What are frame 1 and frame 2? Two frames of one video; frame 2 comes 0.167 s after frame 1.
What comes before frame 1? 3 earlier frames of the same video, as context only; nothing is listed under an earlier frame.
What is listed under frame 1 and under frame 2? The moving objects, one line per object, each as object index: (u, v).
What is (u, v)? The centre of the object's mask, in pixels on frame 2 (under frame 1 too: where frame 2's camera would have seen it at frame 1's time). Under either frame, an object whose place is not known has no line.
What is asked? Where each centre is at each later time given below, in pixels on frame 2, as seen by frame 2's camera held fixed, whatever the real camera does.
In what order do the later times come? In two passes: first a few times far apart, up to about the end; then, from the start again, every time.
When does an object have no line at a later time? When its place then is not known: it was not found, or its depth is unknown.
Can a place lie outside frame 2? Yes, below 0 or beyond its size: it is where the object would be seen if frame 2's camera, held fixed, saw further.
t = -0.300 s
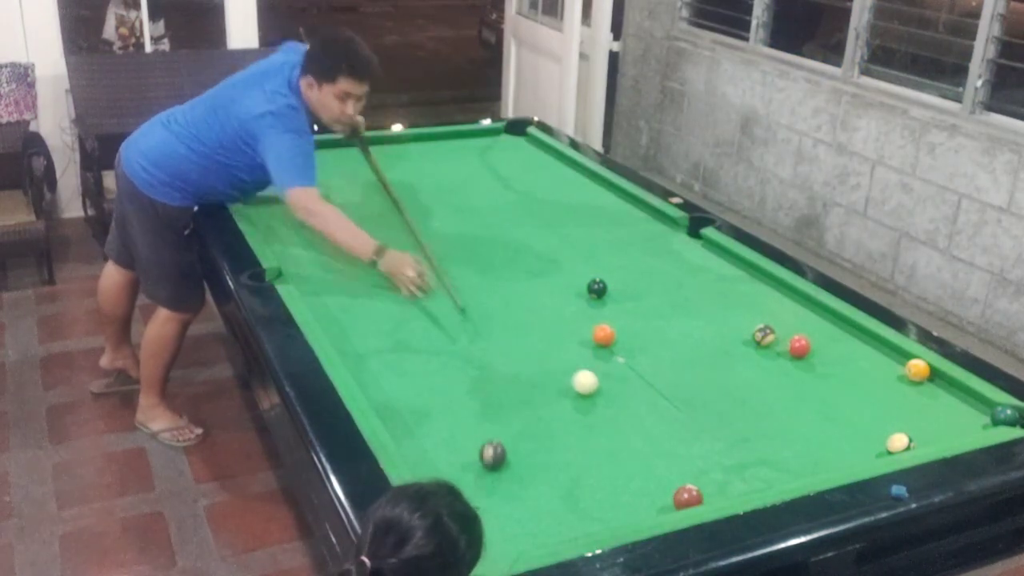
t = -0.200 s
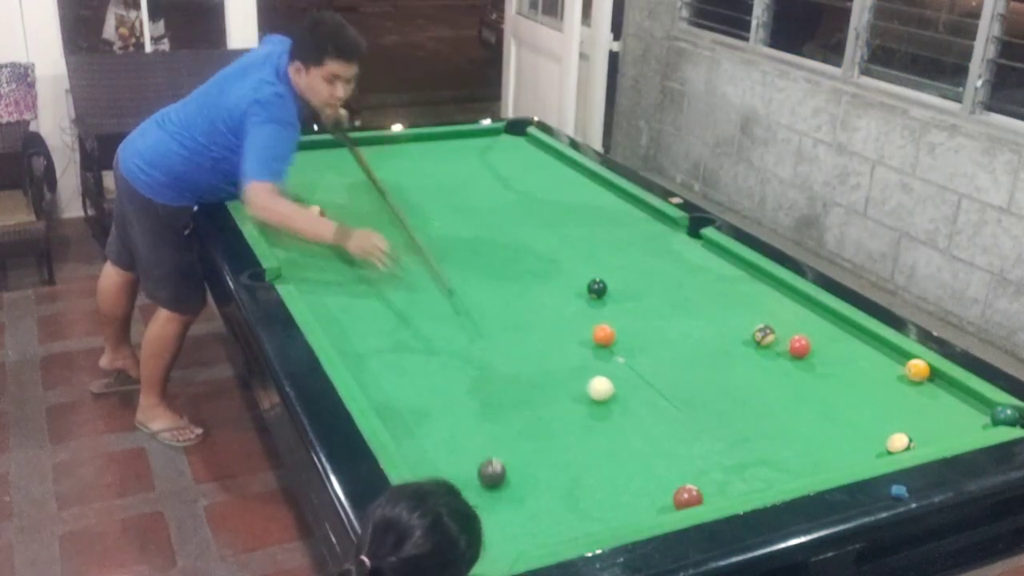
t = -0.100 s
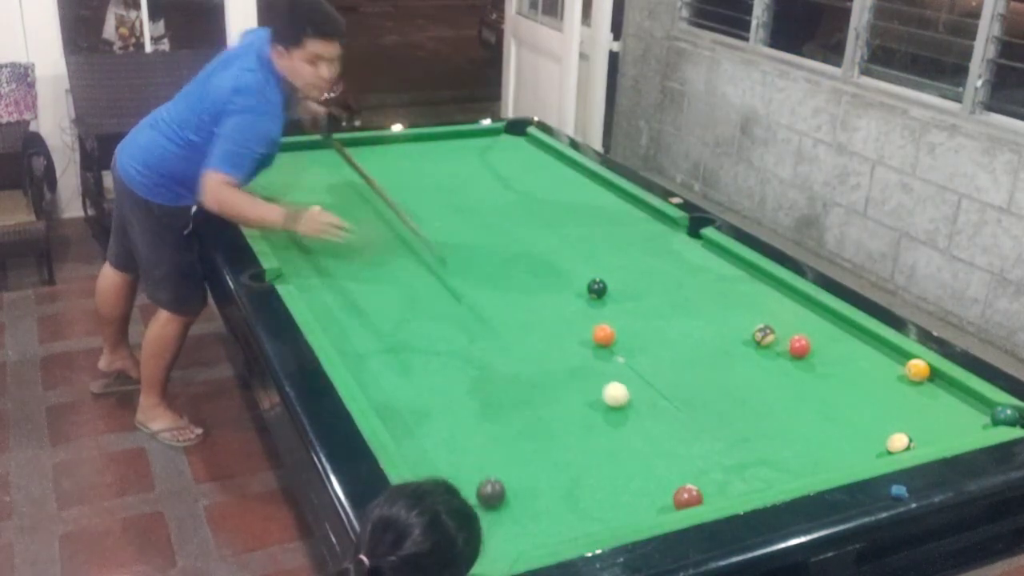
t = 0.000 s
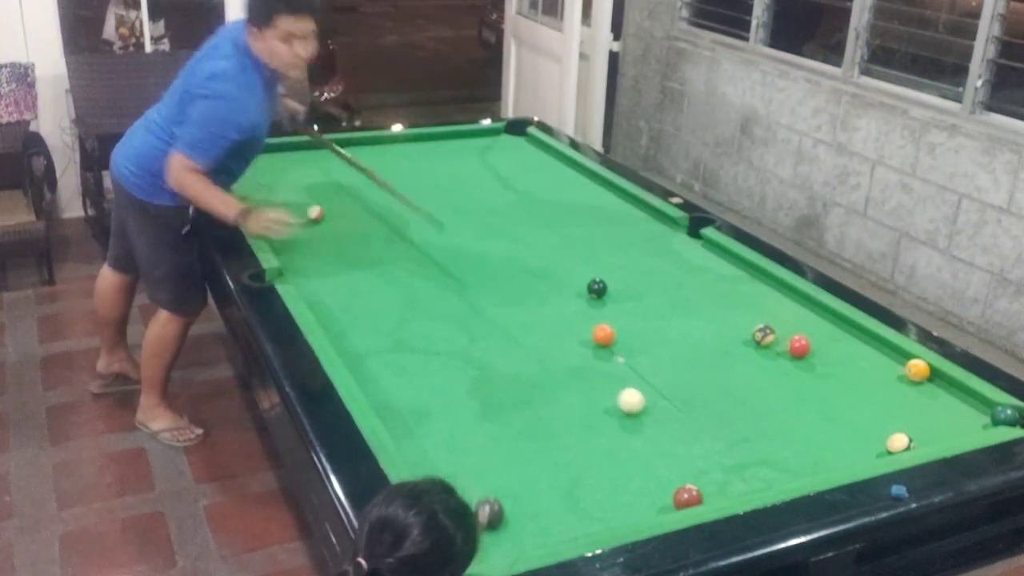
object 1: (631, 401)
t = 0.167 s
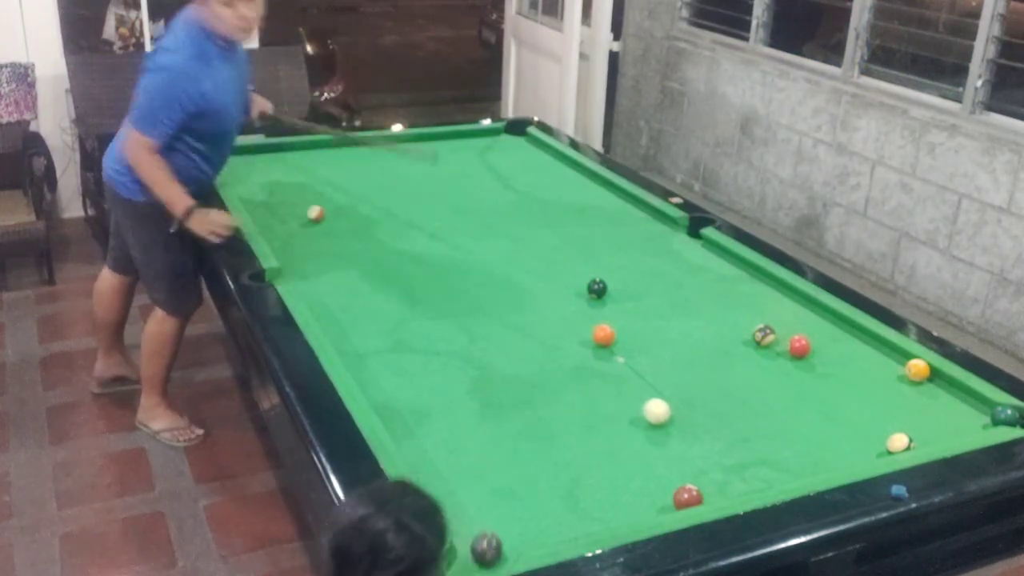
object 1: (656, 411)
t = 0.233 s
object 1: (666, 415)
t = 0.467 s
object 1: (701, 430)
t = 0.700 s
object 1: (737, 445)
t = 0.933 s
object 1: (771, 460)
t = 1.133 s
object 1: (799, 470)
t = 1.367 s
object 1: (797, 463)
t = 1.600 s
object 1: (793, 454)
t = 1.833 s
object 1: (789, 446)
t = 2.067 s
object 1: (785, 440)
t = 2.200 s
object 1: (783, 436)
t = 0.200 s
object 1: (661, 413)
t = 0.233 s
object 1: (666, 415)
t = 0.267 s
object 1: (671, 418)
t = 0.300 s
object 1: (676, 420)
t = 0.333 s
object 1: (681, 422)
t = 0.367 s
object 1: (686, 424)
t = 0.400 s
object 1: (691, 426)
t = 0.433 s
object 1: (696, 428)
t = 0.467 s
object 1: (701, 430)
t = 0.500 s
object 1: (706, 432)
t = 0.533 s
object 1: (712, 435)
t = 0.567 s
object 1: (716, 436)
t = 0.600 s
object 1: (721, 439)
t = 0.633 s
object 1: (727, 441)
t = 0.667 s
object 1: (732, 443)
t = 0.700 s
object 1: (737, 445)
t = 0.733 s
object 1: (742, 448)
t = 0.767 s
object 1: (746, 450)
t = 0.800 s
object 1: (752, 452)
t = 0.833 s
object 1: (756, 454)
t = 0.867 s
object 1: (761, 456)
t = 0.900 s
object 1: (766, 458)
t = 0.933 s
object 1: (771, 460)
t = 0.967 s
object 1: (776, 462)
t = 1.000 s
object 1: (780, 464)
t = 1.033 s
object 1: (785, 466)
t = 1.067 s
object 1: (790, 468)
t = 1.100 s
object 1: (794, 469)
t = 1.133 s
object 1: (799, 470)
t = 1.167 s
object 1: (801, 470)
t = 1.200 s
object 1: (800, 469)
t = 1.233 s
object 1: (799, 468)
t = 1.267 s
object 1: (799, 466)
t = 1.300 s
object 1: (798, 465)
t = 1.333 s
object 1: (797, 464)
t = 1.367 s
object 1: (797, 463)
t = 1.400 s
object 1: (797, 462)
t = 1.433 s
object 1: (796, 461)
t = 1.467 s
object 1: (796, 459)
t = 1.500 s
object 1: (795, 458)
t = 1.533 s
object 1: (794, 457)
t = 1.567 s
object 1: (794, 455)
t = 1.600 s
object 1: (793, 454)
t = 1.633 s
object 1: (793, 453)
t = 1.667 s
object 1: (792, 452)
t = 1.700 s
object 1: (791, 451)
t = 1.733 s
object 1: (791, 450)
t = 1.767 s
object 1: (790, 448)
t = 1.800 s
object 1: (789, 447)
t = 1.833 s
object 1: (789, 446)
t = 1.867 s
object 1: (788, 445)
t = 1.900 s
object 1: (788, 444)
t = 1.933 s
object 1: (787, 443)
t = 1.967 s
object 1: (787, 442)
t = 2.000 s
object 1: (786, 441)
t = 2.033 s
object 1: (785, 441)
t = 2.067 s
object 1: (785, 440)
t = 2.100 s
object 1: (784, 439)
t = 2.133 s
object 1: (784, 438)
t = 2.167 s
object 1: (784, 437)
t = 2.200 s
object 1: (783, 436)
